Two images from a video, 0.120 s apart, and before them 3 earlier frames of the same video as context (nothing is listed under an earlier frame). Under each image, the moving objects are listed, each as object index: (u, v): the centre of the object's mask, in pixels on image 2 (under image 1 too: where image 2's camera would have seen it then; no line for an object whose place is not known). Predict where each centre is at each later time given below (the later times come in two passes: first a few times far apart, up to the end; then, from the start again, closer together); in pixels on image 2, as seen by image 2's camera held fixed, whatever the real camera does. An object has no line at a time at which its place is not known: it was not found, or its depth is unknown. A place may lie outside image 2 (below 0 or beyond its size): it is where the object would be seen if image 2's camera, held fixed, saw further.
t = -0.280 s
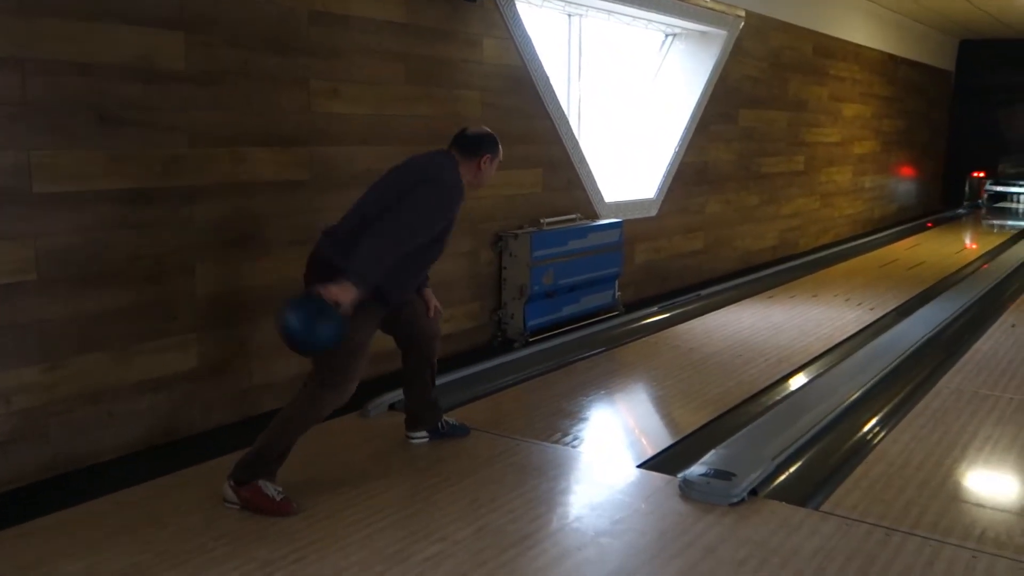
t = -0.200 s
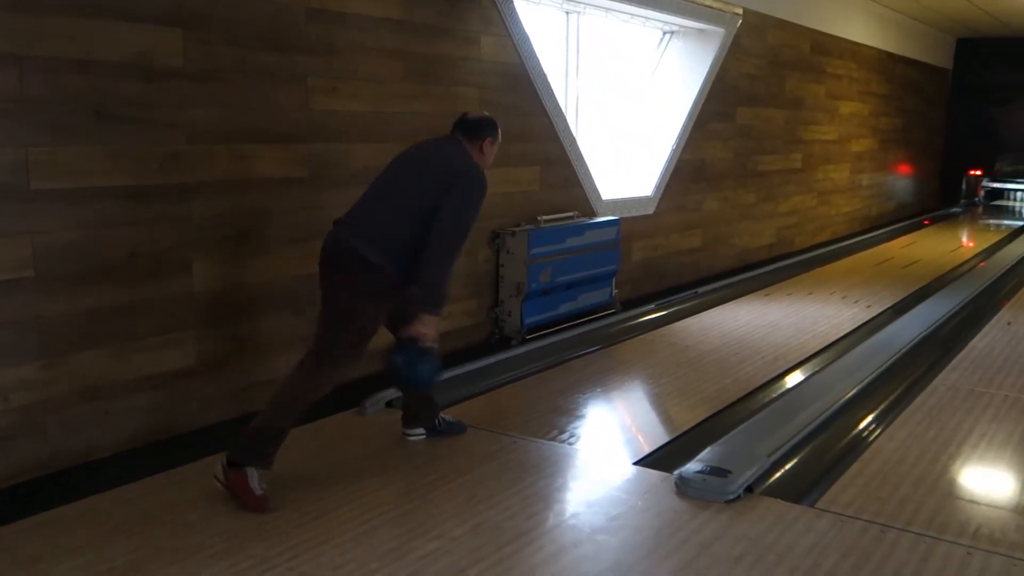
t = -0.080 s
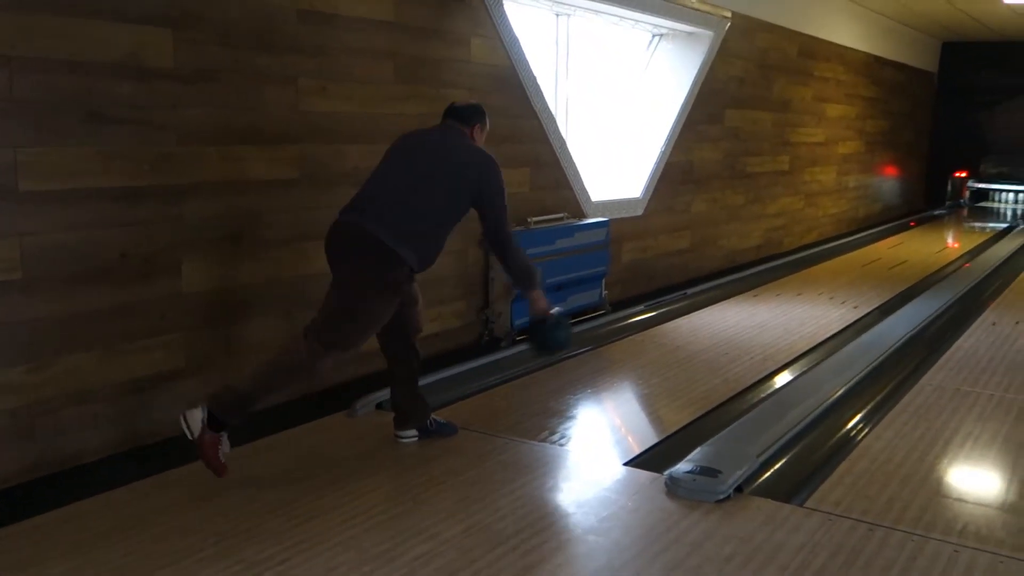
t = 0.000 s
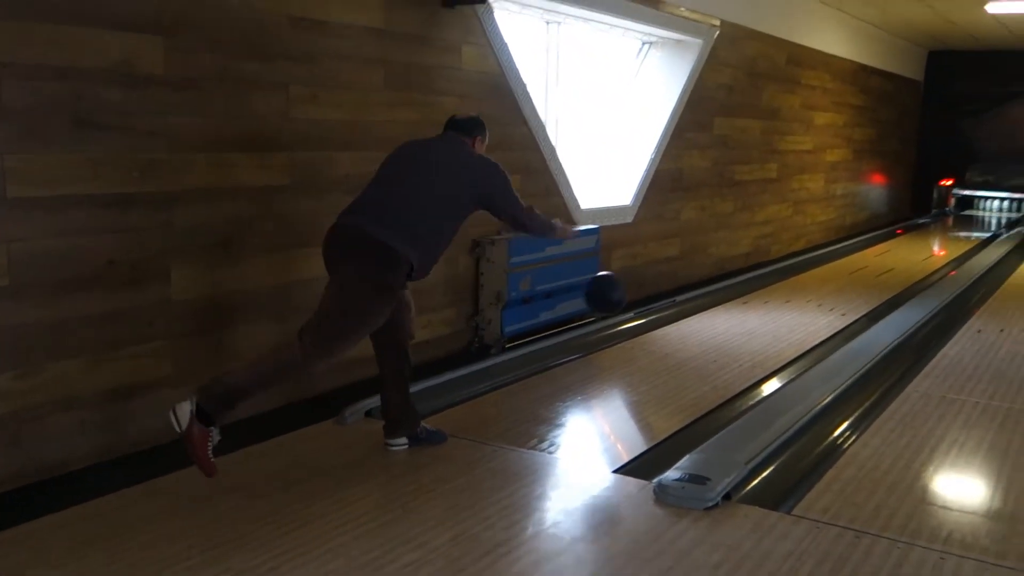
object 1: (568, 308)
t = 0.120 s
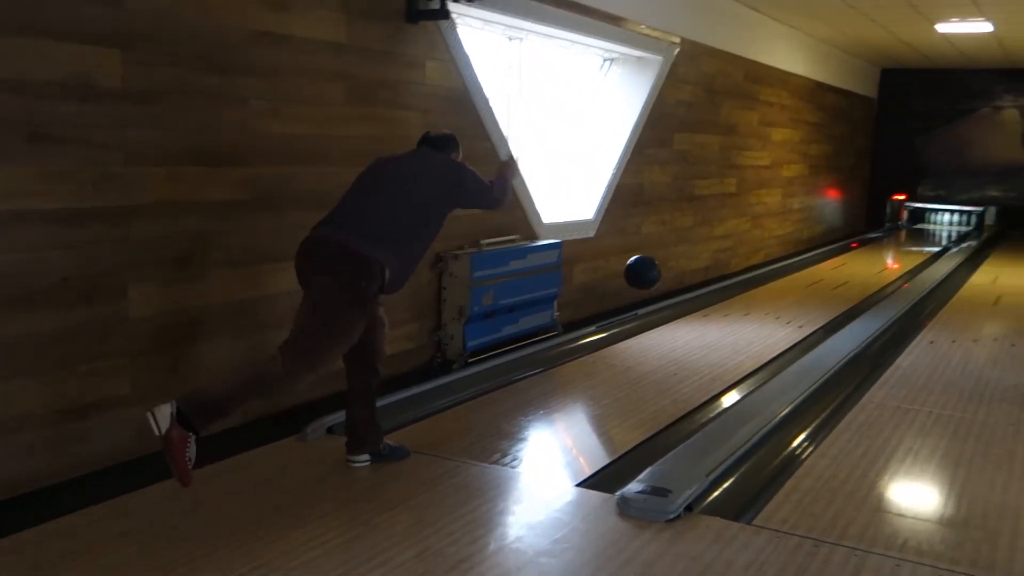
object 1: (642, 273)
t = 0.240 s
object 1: (696, 269)
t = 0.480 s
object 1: (768, 309)
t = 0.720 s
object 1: (817, 287)
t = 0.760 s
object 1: (823, 284)
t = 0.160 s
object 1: (662, 269)
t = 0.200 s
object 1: (681, 267)
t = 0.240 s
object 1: (696, 269)
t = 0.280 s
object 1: (711, 272)
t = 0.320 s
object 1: (725, 277)
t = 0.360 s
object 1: (738, 283)
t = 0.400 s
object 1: (749, 293)
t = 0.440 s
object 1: (759, 302)
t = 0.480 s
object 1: (768, 309)
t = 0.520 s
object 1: (780, 303)
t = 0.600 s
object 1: (798, 297)
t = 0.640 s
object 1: (805, 293)
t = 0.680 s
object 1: (811, 290)
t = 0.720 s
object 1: (817, 287)
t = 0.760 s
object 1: (823, 284)
